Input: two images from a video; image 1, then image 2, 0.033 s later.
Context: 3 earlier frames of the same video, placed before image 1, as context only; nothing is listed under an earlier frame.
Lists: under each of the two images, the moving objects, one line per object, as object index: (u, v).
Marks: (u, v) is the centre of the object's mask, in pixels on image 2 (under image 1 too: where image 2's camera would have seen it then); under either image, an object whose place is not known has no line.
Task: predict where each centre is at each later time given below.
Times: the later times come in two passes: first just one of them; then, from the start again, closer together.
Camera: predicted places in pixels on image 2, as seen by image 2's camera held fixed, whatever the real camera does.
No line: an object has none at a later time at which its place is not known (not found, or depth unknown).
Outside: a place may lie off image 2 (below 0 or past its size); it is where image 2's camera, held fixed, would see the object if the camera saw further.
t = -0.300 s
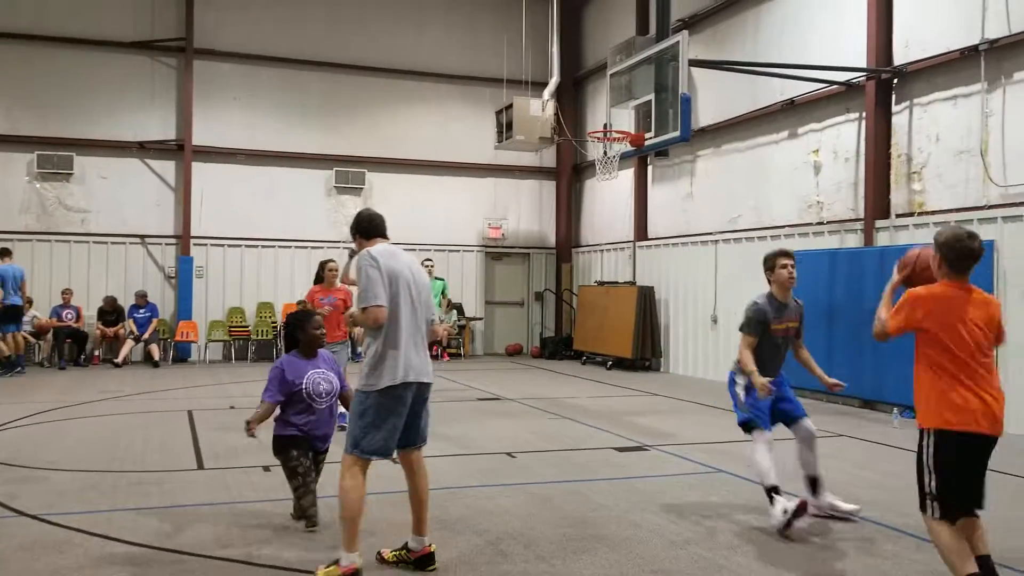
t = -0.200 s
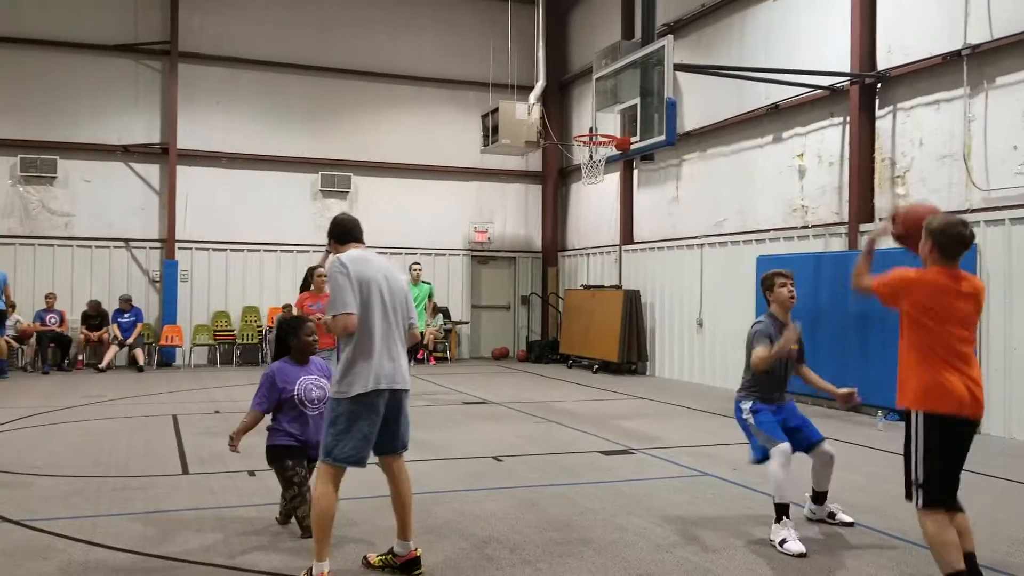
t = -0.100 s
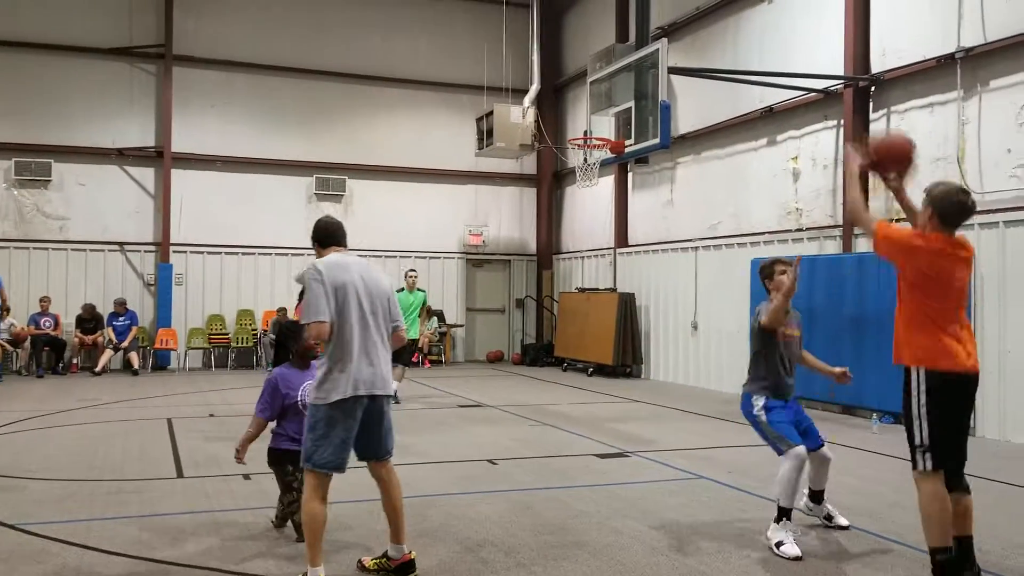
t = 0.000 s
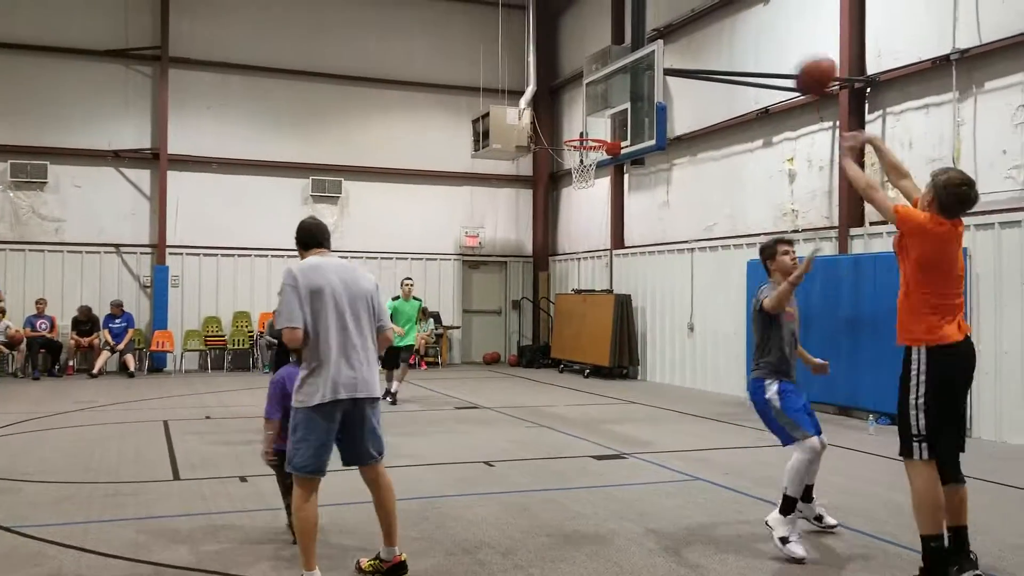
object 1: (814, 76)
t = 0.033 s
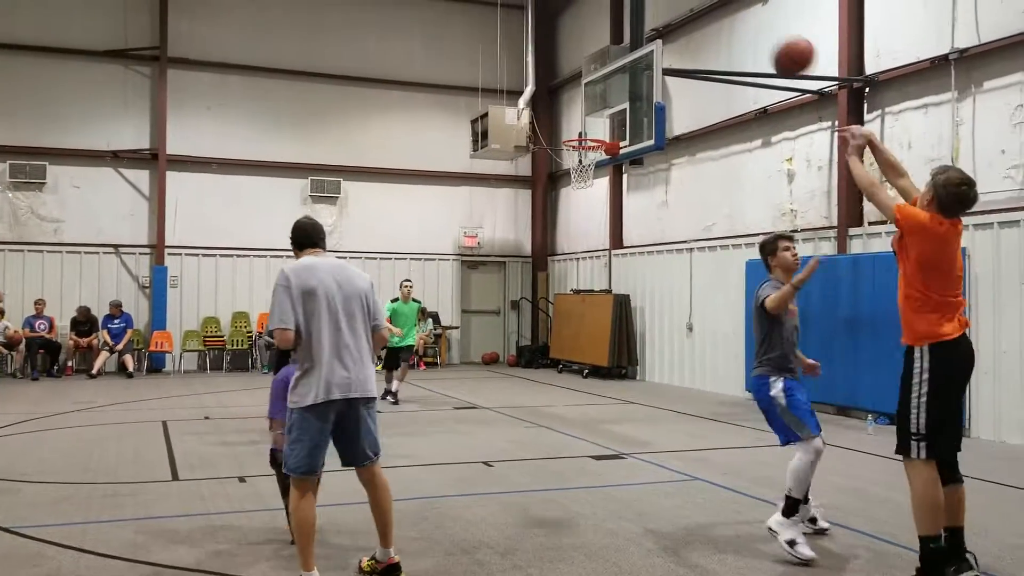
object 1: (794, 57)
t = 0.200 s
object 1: (709, 10)
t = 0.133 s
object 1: (739, 18)
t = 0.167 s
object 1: (725, 13)
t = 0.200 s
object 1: (709, 10)
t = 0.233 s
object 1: (695, 8)
